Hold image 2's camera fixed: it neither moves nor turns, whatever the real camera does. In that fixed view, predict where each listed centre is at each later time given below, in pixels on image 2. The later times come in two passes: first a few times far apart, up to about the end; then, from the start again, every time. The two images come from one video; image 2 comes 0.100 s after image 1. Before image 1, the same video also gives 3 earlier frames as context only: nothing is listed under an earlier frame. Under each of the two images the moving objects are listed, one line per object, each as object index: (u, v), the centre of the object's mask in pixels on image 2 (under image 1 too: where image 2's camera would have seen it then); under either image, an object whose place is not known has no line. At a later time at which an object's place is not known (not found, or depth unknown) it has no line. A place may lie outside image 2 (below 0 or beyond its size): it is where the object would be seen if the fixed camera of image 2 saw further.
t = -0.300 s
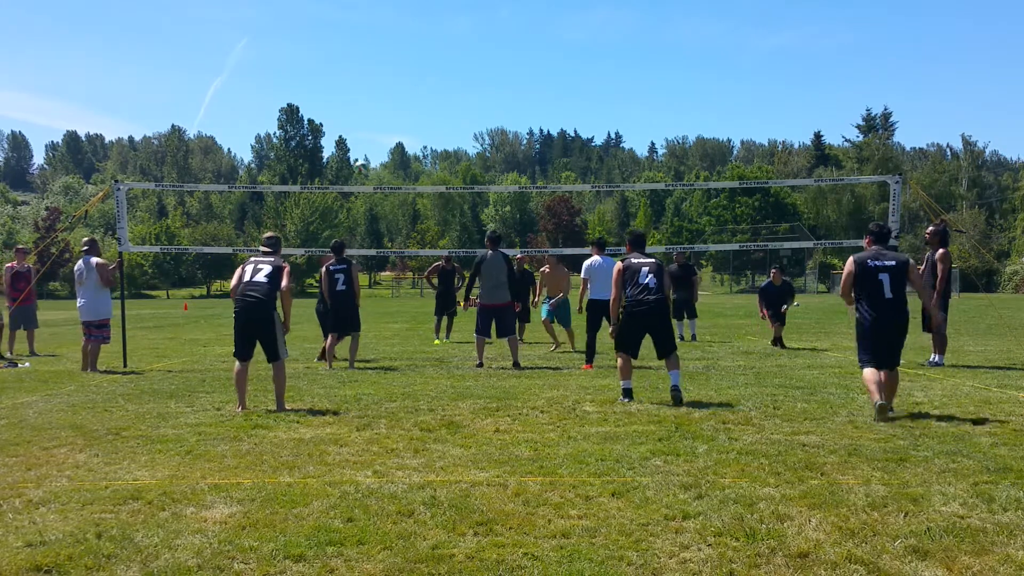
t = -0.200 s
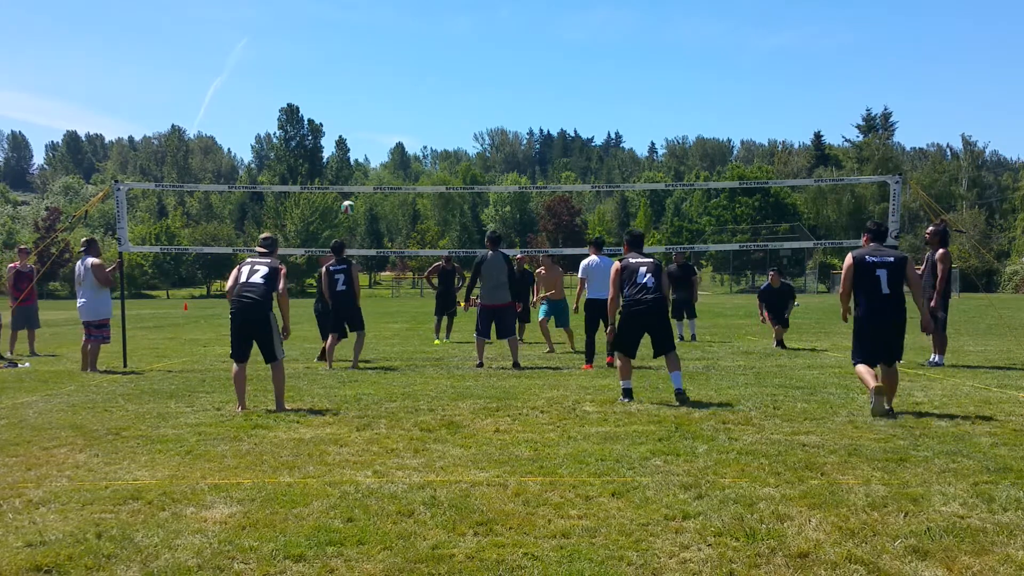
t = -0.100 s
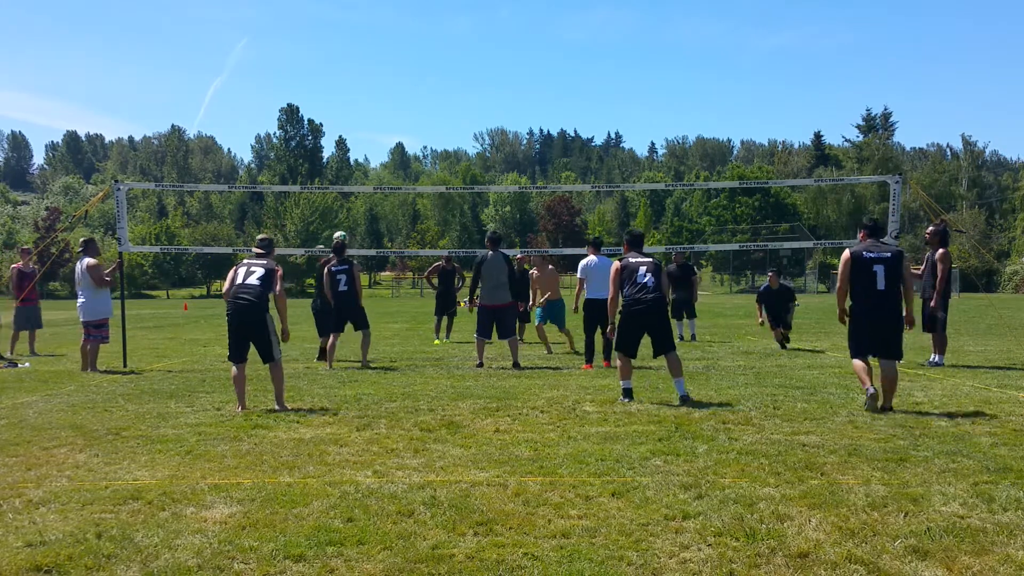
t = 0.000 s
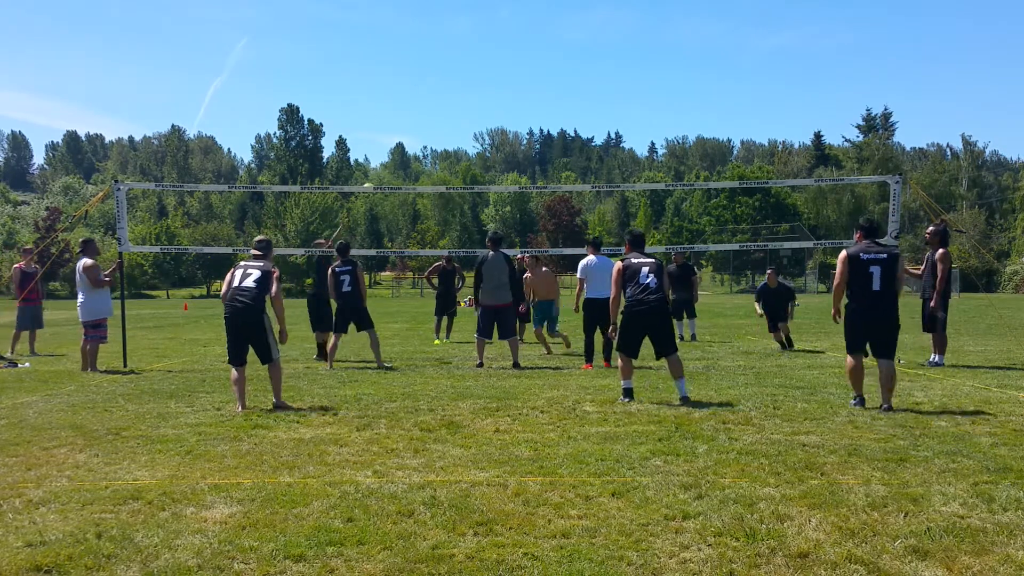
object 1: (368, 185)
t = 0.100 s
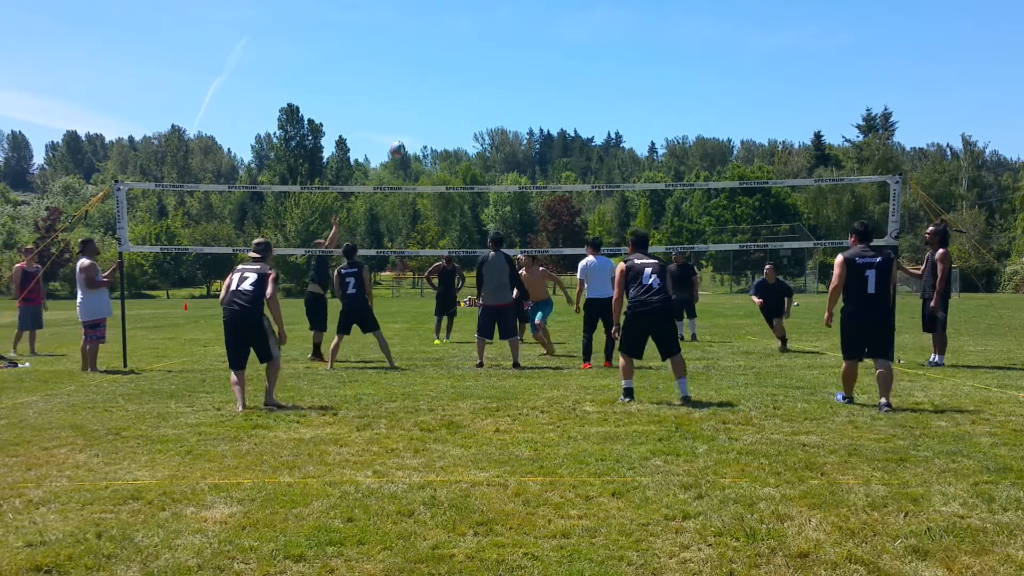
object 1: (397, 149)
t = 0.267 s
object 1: (446, 96)
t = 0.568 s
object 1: (532, 51)
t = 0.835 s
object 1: (607, 65)
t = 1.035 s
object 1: (661, 110)
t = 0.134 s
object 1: (408, 137)
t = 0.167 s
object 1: (417, 126)
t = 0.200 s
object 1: (427, 115)
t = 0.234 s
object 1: (437, 105)
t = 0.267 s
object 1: (446, 96)
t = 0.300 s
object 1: (456, 88)
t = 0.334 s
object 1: (466, 80)
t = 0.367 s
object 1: (475, 74)
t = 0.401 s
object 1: (485, 68)
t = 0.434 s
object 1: (494, 63)
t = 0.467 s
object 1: (504, 59)
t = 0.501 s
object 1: (513, 55)
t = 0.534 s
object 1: (523, 53)
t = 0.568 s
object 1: (532, 51)
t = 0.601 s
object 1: (542, 50)
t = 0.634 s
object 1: (551, 50)
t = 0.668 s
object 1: (561, 50)
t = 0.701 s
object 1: (570, 51)
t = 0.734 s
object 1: (579, 54)
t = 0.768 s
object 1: (589, 57)
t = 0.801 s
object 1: (598, 60)
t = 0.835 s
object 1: (607, 65)
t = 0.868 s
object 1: (616, 71)
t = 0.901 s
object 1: (625, 77)
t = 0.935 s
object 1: (634, 84)
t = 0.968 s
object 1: (644, 92)
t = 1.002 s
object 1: (653, 100)
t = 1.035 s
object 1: (661, 110)
